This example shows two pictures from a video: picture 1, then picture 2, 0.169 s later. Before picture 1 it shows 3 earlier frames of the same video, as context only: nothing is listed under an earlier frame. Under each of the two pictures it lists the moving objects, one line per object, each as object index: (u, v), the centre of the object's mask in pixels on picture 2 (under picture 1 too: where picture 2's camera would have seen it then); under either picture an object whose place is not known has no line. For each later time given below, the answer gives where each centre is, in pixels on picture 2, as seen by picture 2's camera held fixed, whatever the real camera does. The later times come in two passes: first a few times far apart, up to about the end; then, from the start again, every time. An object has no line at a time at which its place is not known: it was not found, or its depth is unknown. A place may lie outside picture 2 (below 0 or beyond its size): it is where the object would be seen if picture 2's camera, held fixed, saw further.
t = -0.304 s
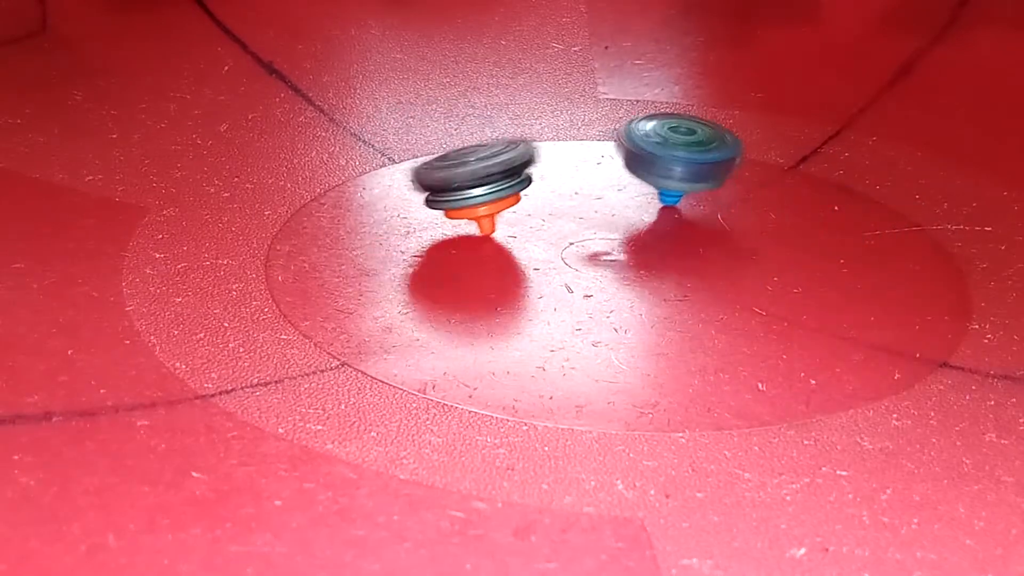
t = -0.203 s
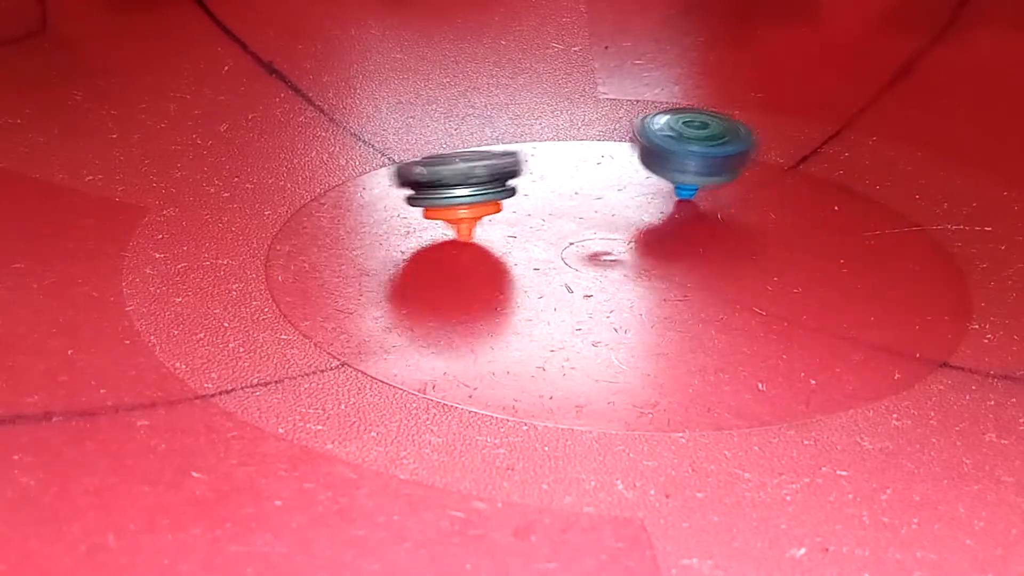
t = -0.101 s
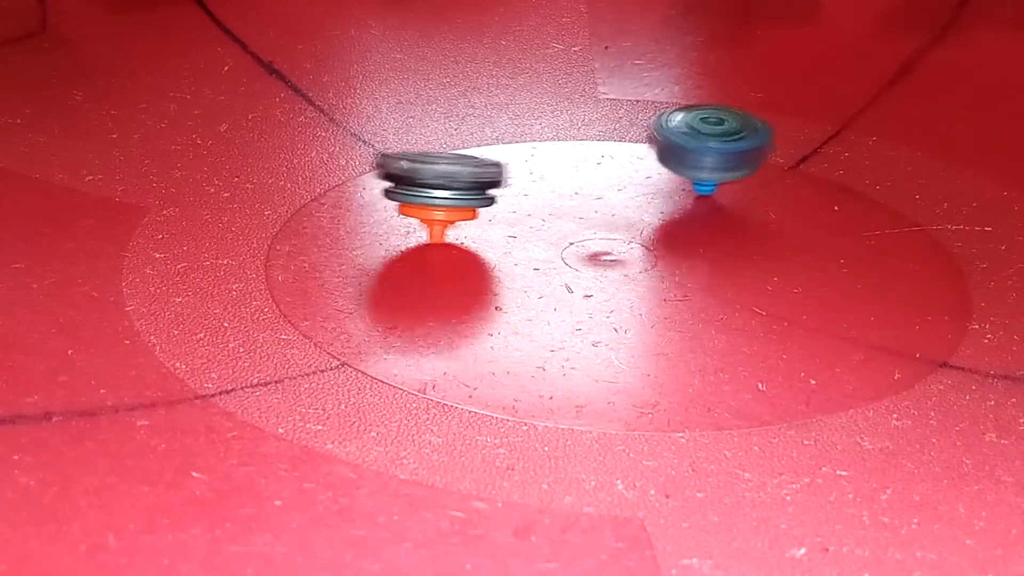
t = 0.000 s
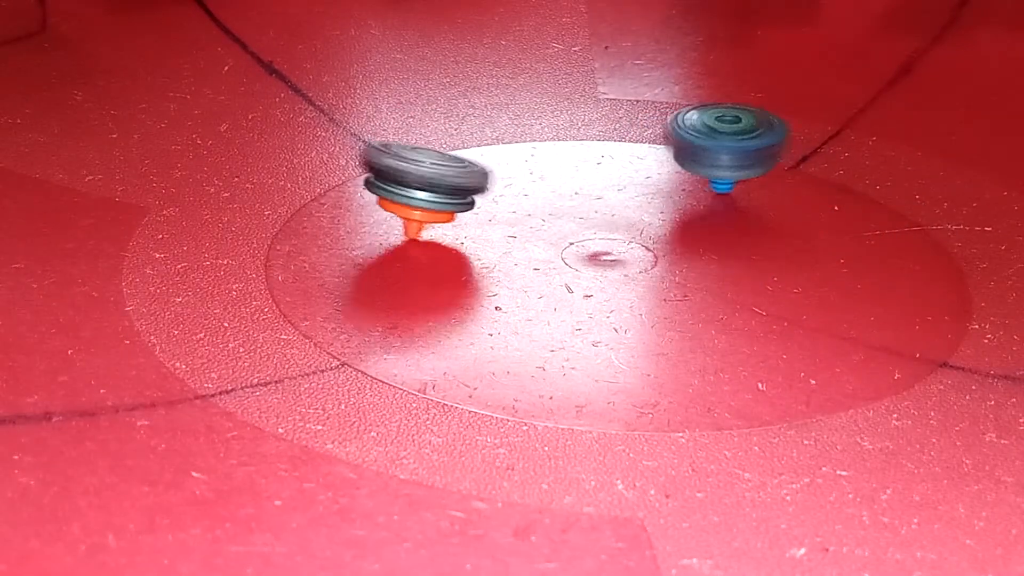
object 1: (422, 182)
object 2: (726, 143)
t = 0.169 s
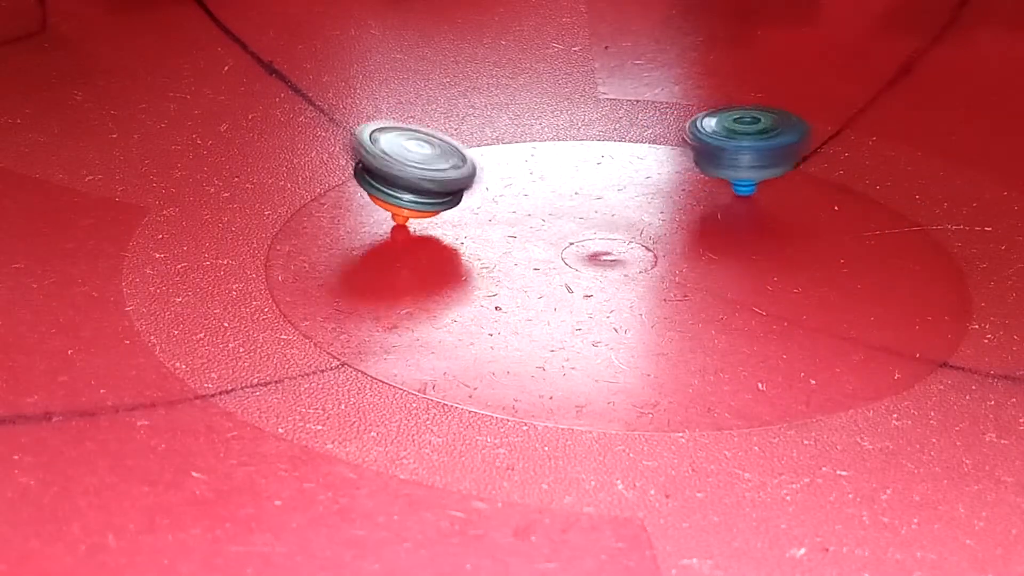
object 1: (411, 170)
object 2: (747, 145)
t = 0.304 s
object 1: (425, 165)
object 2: (752, 150)
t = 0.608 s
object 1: (470, 177)
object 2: (730, 170)
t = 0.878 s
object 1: (452, 195)
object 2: (667, 180)
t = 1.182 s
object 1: (415, 188)
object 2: (590, 169)
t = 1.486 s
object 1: (448, 178)
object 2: (552, 146)
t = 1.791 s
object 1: (474, 198)
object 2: (560, 129)
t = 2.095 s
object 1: (435, 206)
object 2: (593, 131)
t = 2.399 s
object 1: (429, 191)
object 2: (610, 150)
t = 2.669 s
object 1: (469, 196)
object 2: (588, 171)
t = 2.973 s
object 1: (427, 210)
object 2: (553, 178)
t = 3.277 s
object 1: (428, 197)
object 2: (562, 177)
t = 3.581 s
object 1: (467, 219)
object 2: (601, 181)
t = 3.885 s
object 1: (431, 217)
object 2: (611, 193)
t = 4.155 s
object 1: (434, 201)
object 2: (638, 211)
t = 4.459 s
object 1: (420, 196)
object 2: (700, 235)
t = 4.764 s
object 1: (426, 202)
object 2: (672, 253)
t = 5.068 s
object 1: (431, 203)
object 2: (615, 241)
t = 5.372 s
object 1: (439, 208)
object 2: (610, 213)
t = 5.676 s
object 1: (434, 208)
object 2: (665, 195)
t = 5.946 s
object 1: (437, 207)
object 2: (721, 200)
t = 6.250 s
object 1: (444, 211)
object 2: (739, 217)
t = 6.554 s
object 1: (439, 216)
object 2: (697, 224)
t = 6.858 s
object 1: (447, 215)
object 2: (653, 209)
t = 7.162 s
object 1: (468, 218)
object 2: (660, 188)
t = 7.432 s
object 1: (462, 217)
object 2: (701, 183)
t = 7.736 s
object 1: (471, 221)
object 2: (734, 194)
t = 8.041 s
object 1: (488, 223)
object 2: (713, 205)
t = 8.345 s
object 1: (484, 225)
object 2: (668, 198)
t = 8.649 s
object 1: (491, 229)
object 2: (673, 184)
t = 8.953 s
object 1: (508, 223)
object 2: (710, 177)
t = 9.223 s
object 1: (510, 237)
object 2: (736, 187)
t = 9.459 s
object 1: (513, 229)
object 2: (724, 195)
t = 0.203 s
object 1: (413, 167)
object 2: (749, 146)
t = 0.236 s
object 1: (415, 166)
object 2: (751, 147)
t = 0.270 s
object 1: (420, 166)
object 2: (752, 149)
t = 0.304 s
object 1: (425, 165)
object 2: (752, 150)
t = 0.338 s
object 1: (430, 165)
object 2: (753, 152)
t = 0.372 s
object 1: (435, 165)
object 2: (753, 154)
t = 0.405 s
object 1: (442, 166)
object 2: (752, 157)
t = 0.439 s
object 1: (448, 166)
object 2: (750, 159)
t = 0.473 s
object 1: (453, 168)
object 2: (748, 161)
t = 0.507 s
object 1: (458, 169)
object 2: (743, 164)
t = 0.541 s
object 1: (463, 172)
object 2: (739, 166)
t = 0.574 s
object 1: (467, 173)
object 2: (734, 168)
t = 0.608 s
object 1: (470, 177)
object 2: (730, 170)
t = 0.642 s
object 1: (472, 180)
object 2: (724, 172)
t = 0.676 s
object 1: (473, 183)
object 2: (718, 174)
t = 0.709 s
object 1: (472, 185)
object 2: (710, 176)
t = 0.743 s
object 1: (470, 187)
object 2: (703, 177)
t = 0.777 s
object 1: (467, 190)
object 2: (694, 178)
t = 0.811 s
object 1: (464, 192)
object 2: (686, 179)
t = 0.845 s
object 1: (459, 194)
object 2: (677, 179)
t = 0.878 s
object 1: (452, 195)
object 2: (667, 180)
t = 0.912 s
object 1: (447, 196)
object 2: (658, 179)
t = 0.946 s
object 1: (441, 196)
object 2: (648, 179)
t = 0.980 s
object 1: (435, 197)
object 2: (639, 178)
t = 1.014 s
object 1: (428, 196)
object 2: (631, 177)
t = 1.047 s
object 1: (426, 196)
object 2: (622, 176)
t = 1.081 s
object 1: (425, 194)
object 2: (614, 175)
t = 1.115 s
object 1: (421, 192)
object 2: (605, 173)
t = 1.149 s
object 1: (417, 190)
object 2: (598, 171)
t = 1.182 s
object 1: (415, 188)
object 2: (590, 169)
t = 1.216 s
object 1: (416, 186)
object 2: (584, 167)
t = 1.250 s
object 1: (416, 183)
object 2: (578, 165)
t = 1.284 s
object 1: (418, 181)
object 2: (572, 162)
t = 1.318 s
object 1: (421, 179)
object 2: (567, 159)
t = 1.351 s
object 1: (426, 179)
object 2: (562, 157)
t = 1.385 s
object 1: (432, 179)
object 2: (558, 154)
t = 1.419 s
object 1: (437, 178)
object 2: (555, 151)
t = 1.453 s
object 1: (443, 178)
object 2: (554, 148)
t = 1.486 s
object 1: (448, 178)
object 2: (552, 146)
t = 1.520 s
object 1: (455, 180)
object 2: (553, 143)
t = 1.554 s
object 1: (460, 181)
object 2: (552, 140)
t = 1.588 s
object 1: (464, 184)
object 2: (551, 138)
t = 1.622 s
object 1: (468, 186)
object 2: (552, 135)
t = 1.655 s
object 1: (471, 189)
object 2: (553, 133)
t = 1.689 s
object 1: (474, 191)
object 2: (554, 132)
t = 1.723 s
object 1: (475, 193)
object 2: (555, 131)
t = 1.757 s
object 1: (476, 197)
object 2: (557, 130)
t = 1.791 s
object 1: (474, 198)
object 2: (560, 129)
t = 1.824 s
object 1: (473, 201)
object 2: (563, 128)
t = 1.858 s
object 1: (470, 202)
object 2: (566, 127)
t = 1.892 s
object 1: (466, 204)
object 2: (570, 127)
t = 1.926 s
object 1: (462, 206)
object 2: (574, 127)
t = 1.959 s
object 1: (456, 207)
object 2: (578, 127)
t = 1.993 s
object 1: (452, 207)
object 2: (582, 128)
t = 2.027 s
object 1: (445, 207)
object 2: (586, 129)
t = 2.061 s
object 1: (440, 207)
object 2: (590, 130)
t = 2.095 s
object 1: (435, 206)
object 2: (593, 131)
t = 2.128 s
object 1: (429, 205)
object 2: (597, 132)
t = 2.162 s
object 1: (426, 204)
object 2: (600, 134)
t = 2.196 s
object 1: (423, 202)
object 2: (603, 136)
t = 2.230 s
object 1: (422, 200)
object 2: (605, 138)
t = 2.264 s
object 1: (421, 198)
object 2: (607, 140)
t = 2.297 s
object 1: (421, 196)
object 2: (609, 142)
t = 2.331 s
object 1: (422, 194)
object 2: (610, 145)
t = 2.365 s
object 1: (425, 192)
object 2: (610, 147)
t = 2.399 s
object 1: (429, 191)
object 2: (610, 150)
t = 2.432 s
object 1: (434, 191)
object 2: (609, 152)
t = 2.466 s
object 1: (440, 191)
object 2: (607, 155)
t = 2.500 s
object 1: (444, 190)
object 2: (605, 158)
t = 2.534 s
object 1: (450, 191)
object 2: (603, 161)
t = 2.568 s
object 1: (455, 191)
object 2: (600, 164)
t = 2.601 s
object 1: (461, 193)
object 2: (596, 166)
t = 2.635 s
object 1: (464, 194)
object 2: (592, 168)
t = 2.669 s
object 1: (469, 196)
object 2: (588, 171)
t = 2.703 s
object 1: (472, 197)
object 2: (585, 173)
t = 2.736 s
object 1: (464, 204)
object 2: (584, 174)
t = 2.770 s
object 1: (457, 207)
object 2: (583, 174)
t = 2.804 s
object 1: (452, 209)
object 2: (580, 175)
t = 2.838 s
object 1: (447, 210)
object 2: (575, 176)
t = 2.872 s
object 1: (441, 211)
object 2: (570, 177)
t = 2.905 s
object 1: (436, 211)
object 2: (564, 178)
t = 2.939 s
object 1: (431, 211)
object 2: (558, 178)
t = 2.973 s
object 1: (427, 210)
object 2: (553, 178)
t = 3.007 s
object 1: (424, 209)
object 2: (547, 178)
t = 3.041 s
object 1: (420, 208)
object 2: (541, 178)
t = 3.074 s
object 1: (418, 206)
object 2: (536, 178)
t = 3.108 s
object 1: (414, 208)
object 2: (537, 177)
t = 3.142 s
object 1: (408, 201)
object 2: (544, 178)
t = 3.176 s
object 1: (408, 199)
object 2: (549, 178)
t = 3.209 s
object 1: (413, 196)
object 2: (553, 178)
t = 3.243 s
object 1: (419, 195)
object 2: (558, 177)
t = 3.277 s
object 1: (428, 197)
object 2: (562, 177)
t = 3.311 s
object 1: (436, 198)
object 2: (567, 177)
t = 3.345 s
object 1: (442, 199)
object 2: (571, 177)
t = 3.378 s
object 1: (449, 201)
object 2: (576, 177)
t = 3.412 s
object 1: (455, 203)
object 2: (580, 177)
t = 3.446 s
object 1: (461, 204)
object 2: (585, 177)
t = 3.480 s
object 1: (466, 208)
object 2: (590, 177)
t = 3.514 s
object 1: (469, 213)
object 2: (594, 178)
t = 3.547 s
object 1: (470, 217)
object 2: (598, 179)
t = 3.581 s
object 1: (467, 219)
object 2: (601, 181)
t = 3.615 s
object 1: (464, 220)
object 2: (605, 181)
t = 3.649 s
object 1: (460, 221)
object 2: (609, 182)
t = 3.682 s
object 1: (454, 222)
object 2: (612, 183)
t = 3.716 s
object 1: (447, 222)
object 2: (615, 185)
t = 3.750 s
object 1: (442, 222)
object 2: (616, 186)
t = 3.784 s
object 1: (437, 222)
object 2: (616, 188)
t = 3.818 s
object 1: (433, 221)
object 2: (616, 189)
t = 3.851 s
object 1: (431, 219)
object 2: (615, 191)
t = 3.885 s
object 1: (431, 217)
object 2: (611, 193)
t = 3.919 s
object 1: (431, 216)
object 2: (607, 194)
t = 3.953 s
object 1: (433, 213)
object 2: (601, 197)
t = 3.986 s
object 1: (437, 211)
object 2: (597, 201)
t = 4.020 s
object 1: (441, 208)
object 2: (600, 204)
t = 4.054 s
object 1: (446, 208)
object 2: (605, 205)
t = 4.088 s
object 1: (452, 209)
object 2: (607, 207)
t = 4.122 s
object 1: (456, 207)
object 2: (609, 207)
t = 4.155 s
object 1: (434, 201)
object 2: (638, 211)
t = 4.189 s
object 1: (419, 198)
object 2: (660, 215)
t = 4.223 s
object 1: (415, 195)
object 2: (672, 217)
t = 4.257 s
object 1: (418, 195)
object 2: (678, 219)
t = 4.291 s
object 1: (424, 195)
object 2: (684, 222)
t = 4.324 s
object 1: (427, 196)
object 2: (689, 224)
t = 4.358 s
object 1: (429, 196)
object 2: (693, 227)
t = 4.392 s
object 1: (426, 197)
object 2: (696, 230)
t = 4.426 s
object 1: (421, 197)
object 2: (699, 233)
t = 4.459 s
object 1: (420, 196)
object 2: (700, 235)
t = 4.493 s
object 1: (423, 197)
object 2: (700, 238)
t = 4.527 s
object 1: (426, 197)
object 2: (700, 241)
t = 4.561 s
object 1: (427, 198)
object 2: (699, 243)
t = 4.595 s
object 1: (427, 200)
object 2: (696, 246)
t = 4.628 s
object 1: (425, 201)
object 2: (693, 248)
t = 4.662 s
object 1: (422, 201)
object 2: (690, 249)
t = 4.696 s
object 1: (422, 201)
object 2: (685, 251)
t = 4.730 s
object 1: (423, 201)
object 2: (678, 252)
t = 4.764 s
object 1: (426, 202)
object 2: (672, 253)
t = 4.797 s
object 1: (429, 202)
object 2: (666, 253)
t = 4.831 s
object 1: (431, 203)
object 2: (658, 253)
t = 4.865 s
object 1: (430, 202)
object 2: (651, 252)
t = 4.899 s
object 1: (429, 202)
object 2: (646, 251)
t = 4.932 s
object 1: (425, 201)
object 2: (638, 249)
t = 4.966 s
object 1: (425, 201)
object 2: (631, 248)
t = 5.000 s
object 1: (427, 201)
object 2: (624, 245)
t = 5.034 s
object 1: (429, 202)
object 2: (620, 243)
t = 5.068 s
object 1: (431, 203)
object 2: (615, 241)
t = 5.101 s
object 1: (432, 205)
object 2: (613, 238)
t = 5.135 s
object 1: (431, 206)
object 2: (609, 235)
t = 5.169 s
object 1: (430, 206)
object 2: (608, 232)
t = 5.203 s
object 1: (429, 206)
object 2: (607, 229)
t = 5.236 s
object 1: (430, 206)
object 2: (606, 225)
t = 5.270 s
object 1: (432, 206)
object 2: (606, 222)
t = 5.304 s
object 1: (435, 206)
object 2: (607, 219)
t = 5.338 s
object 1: (439, 207)
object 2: (608, 216)
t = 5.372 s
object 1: (439, 208)
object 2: (610, 213)
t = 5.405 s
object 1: (439, 208)
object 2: (614, 211)
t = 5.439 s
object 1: (437, 208)
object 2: (620, 209)
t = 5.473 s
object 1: (433, 208)
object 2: (627, 206)
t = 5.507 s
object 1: (430, 208)
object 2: (634, 203)
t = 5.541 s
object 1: (429, 208)
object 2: (640, 200)
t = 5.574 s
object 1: (429, 209)
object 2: (646, 198)
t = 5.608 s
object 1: (432, 210)
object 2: (650, 196)
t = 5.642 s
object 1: (433, 208)
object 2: (657, 195)
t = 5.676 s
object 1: (434, 208)
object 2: (665, 195)
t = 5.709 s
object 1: (436, 209)
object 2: (672, 194)
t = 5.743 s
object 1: (437, 209)
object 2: (678, 195)
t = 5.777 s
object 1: (436, 209)
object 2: (686, 195)
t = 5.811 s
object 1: (435, 209)
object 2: (693, 195)
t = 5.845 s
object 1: (434, 208)
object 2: (698, 196)
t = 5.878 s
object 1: (435, 207)
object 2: (705, 197)
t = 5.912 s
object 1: (435, 207)
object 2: (711, 198)
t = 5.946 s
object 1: (437, 207)
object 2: (721, 200)
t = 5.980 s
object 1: (439, 206)
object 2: (725, 202)
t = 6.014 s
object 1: (441, 207)
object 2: (730, 203)
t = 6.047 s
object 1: (441, 208)
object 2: (734, 205)
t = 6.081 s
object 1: (441, 210)
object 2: (737, 207)
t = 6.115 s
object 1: (441, 211)
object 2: (739, 209)
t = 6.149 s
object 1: (440, 211)
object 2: (741, 210)
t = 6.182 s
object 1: (440, 211)
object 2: (741, 213)
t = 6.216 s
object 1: (441, 212)
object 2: (740, 215)
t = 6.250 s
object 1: (444, 211)
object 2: (739, 217)
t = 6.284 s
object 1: (448, 212)
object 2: (738, 218)
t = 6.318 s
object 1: (450, 213)
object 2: (734, 220)
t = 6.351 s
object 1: (450, 213)
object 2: (730, 222)
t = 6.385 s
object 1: (449, 212)
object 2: (727, 223)
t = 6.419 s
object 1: (448, 213)
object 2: (721, 224)
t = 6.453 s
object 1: (444, 213)
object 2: (715, 224)
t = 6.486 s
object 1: (441, 214)
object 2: (711, 225)
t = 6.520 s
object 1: (440, 215)
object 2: (704, 224)
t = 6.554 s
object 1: (439, 216)
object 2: (697, 224)
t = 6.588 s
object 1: (440, 214)
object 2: (690, 223)
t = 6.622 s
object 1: (444, 213)
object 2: (684, 222)
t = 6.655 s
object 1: (446, 215)
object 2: (678, 221)
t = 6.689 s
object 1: (450, 215)
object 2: (672, 219)
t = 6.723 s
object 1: (454, 216)
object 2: (668, 218)
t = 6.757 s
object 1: (455, 216)
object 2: (663, 216)
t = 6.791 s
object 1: (454, 214)
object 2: (658, 213)
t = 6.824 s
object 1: (450, 215)
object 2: (656, 211)
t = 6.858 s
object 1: (447, 215)
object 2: (653, 209)
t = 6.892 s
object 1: (446, 215)
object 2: (650, 206)
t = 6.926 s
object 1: (445, 216)
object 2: (649, 203)
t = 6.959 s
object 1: (447, 216)
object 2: (649, 201)
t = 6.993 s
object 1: (448, 215)
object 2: (648, 198)
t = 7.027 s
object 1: (451, 214)
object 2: (648, 195)
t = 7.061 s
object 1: (454, 217)
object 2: (650, 193)
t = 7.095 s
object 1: (459, 216)
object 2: (652, 190)
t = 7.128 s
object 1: (465, 218)
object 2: (655, 189)
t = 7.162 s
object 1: (468, 218)
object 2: (660, 188)
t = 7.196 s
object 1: (468, 216)
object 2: (664, 187)
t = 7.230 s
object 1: (464, 216)
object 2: (670, 185)
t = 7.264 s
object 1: (462, 217)
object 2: (674, 185)
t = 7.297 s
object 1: (460, 217)
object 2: (680, 184)
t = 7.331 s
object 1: (460, 218)
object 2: (685, 184)
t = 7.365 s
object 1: (462, 218)
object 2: (689, 183)
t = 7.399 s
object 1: (461, 218)
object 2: (695, 183)
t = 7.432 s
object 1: (462, 217)
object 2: (701, 183)
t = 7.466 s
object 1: (465, 219)
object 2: (705, 183)
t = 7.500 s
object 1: (468, 217)
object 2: (710, 184)
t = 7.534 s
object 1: (472, 218)
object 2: (715, 185)
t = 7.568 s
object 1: (477, 220)
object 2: (720, 186)
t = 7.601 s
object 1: (478, 218)
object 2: (723, 187)
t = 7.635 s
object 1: (477, 218)
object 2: (728, 189)
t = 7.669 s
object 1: (476, 220)
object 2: (730, 191)
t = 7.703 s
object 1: (473, 221)
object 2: (732, 192)
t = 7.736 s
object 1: (471, 221)
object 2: (734, 194)
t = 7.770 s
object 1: (470, 221)
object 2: (735, 196)
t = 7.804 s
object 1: (470, 223)
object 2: (735, 197)
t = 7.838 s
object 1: (471, 224)
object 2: (735, 198)
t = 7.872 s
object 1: (472, 224)
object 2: (733, 200)
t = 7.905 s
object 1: (474, 219)
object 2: (730, 201)
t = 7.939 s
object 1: (477, 223)
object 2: (727, 203)
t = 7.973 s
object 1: (482, 224)
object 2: (724, 204)
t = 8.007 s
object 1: (485, 223)
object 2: (719, 205)
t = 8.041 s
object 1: (488, 223)
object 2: (713, 205)
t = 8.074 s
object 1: (489, 224)
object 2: (709, 206)
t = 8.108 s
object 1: (486, 225)
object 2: (704, 206)
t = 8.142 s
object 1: (483, 225)
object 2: (697, 205)
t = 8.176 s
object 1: (481, 226)
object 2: (692, 205)
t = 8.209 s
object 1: (481, 227)
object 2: (688, 204)
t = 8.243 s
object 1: (483, 228)
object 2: (682, 203)
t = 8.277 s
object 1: (484, 228)
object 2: (677, 201)
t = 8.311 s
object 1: (483, 227)
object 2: (673, 200)
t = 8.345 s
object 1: (484, 225)
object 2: (668, 198)
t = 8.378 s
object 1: (488, 225)
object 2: (666, 196)
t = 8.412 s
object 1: (492, 229)
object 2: (665, 195)
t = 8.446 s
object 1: (496, 226)
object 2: (666, 194)
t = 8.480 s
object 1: (499, 225)
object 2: (667, 193)
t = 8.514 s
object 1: (498, 227)
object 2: (668, 191)
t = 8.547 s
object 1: (495, 227)
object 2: (667, 189)
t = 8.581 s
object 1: (493, 227)
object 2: (669, 188)
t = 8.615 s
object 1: (491, 227)
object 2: (672, 186)
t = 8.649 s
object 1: (491, 229)
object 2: (673, 184)
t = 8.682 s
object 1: (492, 232)
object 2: (677, 182)
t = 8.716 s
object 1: (493, 230)
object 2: (681, 181)
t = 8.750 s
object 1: (493, 229)
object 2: (684, 180)
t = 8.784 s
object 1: (495, 228)
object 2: (688, 179)
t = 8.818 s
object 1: (499, 228)
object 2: (693, 178)
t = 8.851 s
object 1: (499, 230)
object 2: (697, 177)
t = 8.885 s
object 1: (503, 229)
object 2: (701, 177)
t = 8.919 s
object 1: (506, 226)
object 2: (706, 177)
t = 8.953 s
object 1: (508, 223)
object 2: (710, 177)
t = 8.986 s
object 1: (510, 223)
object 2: (715, 178)
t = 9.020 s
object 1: (510, 225)
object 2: (720, 179)
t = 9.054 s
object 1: (509, 227)
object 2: (723, 180)
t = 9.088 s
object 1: (510, 226)
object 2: (726, 181)
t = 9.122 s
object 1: (512, 228)
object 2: (731, 182)
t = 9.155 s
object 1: (510, 232)
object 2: (733, 184)
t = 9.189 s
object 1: (511, 235)
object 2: (734, 185)
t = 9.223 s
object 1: (510, 237)
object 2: (736, 187)
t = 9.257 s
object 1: (506, 234)
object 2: (736, 188)
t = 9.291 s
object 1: (507, 232)
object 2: (735, 190)
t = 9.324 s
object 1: (508, 232)
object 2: (735, 191)
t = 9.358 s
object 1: (504, 230)
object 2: (733, 192)
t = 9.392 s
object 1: (508, 233)
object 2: (730, 193)
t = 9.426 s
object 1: (507, 232)
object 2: (728, 194)
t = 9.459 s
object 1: (513, 229)
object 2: (724, 195)
